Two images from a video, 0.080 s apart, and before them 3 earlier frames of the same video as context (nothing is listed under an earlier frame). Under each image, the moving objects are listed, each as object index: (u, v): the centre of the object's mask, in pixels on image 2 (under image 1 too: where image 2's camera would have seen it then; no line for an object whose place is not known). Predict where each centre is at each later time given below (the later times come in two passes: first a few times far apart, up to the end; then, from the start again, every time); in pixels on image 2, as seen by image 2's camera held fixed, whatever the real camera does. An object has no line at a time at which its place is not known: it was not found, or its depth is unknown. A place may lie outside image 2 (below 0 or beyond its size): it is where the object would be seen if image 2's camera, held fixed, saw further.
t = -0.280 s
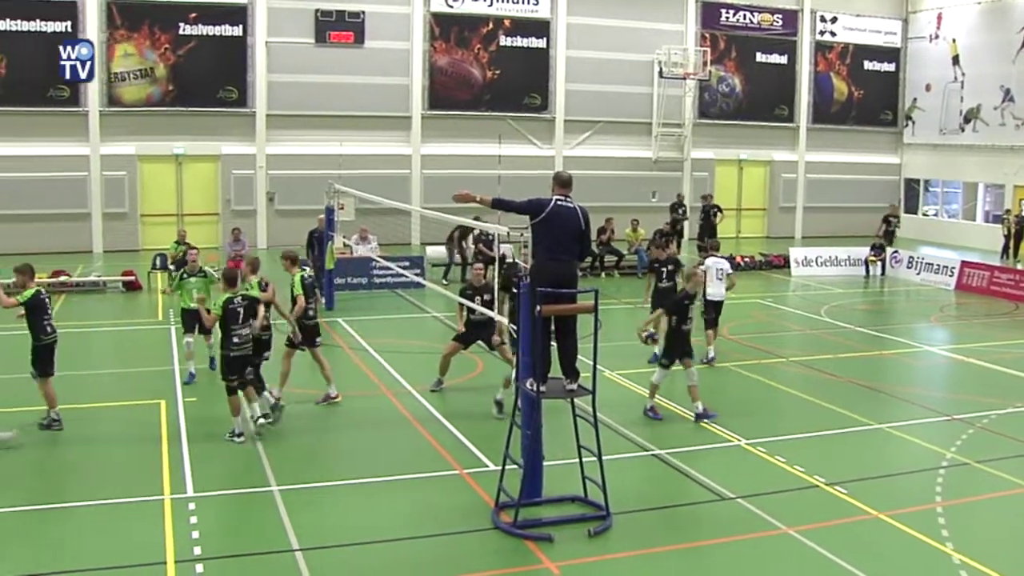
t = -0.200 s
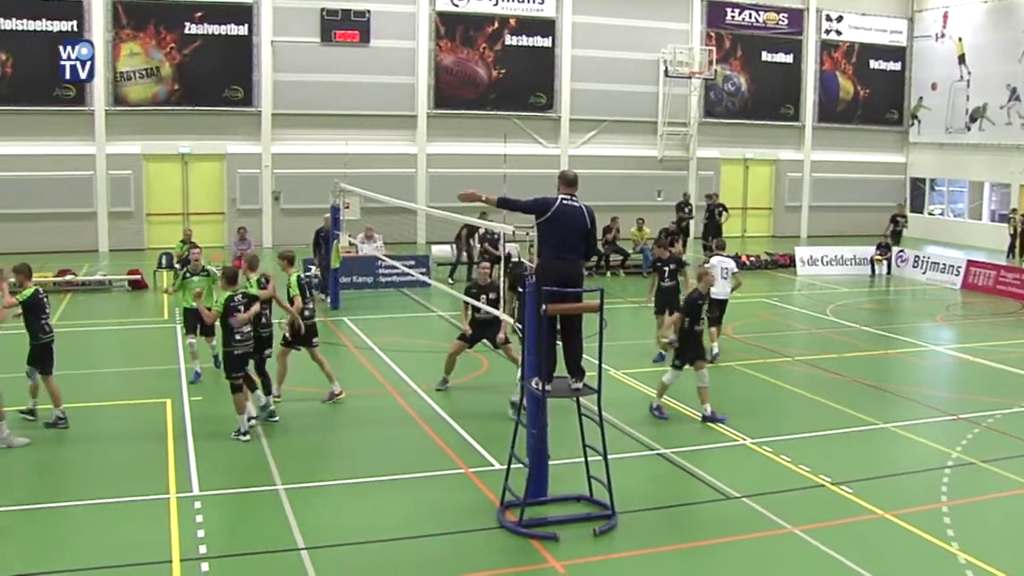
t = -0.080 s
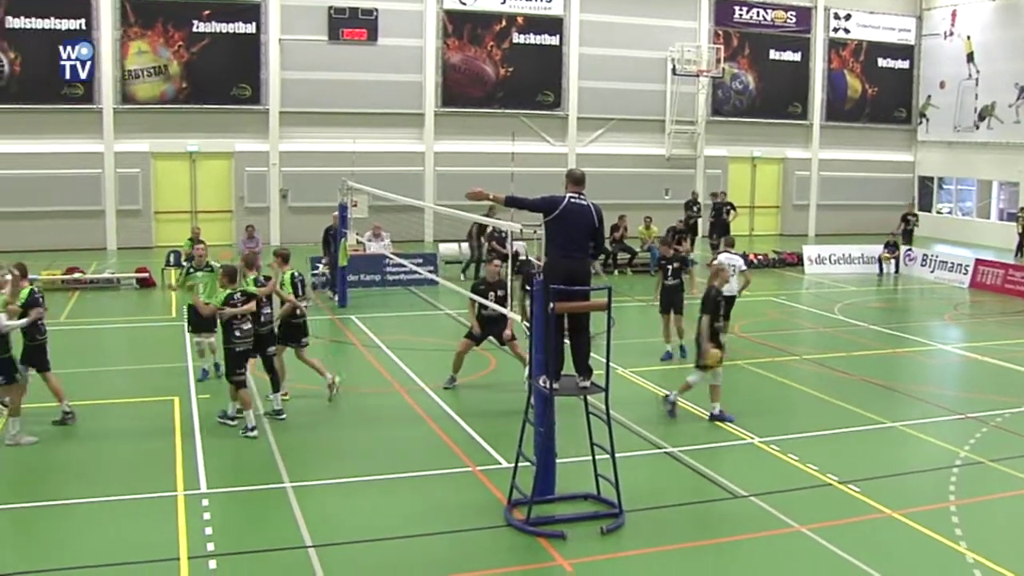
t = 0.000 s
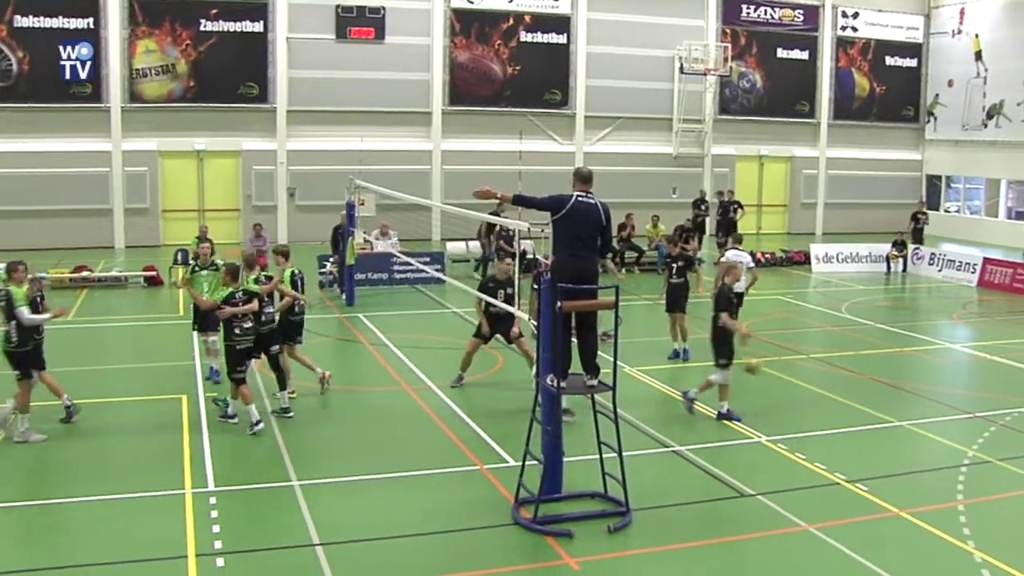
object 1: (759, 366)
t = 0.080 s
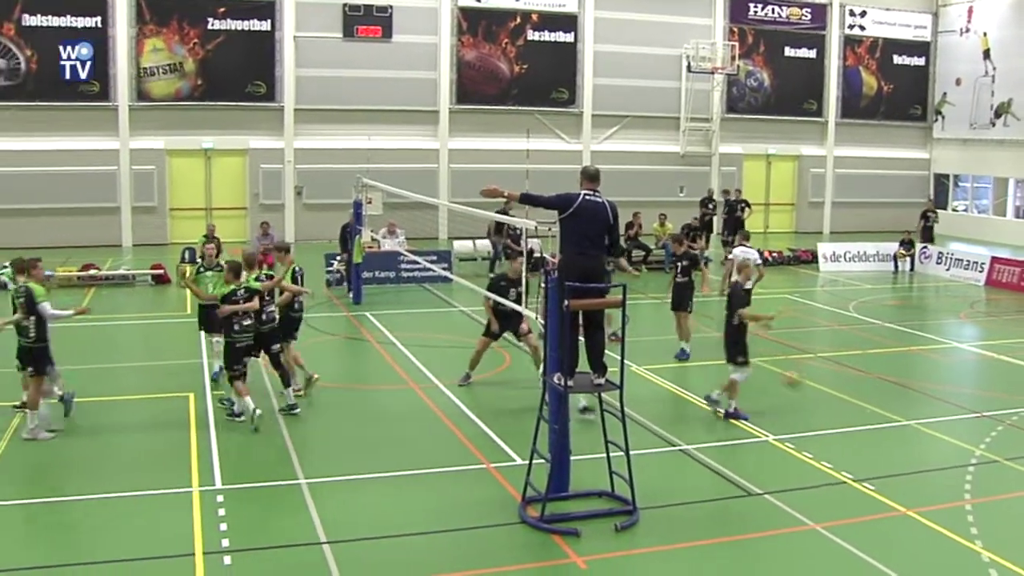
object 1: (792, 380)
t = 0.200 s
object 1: (837, 409)
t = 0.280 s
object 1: (863, 410)
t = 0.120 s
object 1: (806, 388)
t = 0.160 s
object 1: (823, 398)
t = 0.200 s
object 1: (837, 409)
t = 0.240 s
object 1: (853, 420)
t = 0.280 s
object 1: (863, 410)
